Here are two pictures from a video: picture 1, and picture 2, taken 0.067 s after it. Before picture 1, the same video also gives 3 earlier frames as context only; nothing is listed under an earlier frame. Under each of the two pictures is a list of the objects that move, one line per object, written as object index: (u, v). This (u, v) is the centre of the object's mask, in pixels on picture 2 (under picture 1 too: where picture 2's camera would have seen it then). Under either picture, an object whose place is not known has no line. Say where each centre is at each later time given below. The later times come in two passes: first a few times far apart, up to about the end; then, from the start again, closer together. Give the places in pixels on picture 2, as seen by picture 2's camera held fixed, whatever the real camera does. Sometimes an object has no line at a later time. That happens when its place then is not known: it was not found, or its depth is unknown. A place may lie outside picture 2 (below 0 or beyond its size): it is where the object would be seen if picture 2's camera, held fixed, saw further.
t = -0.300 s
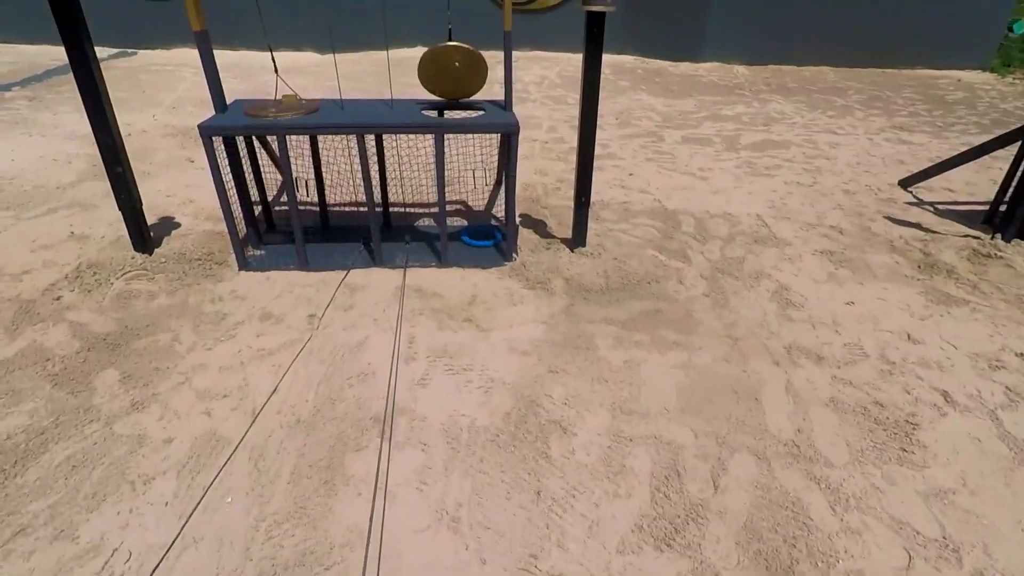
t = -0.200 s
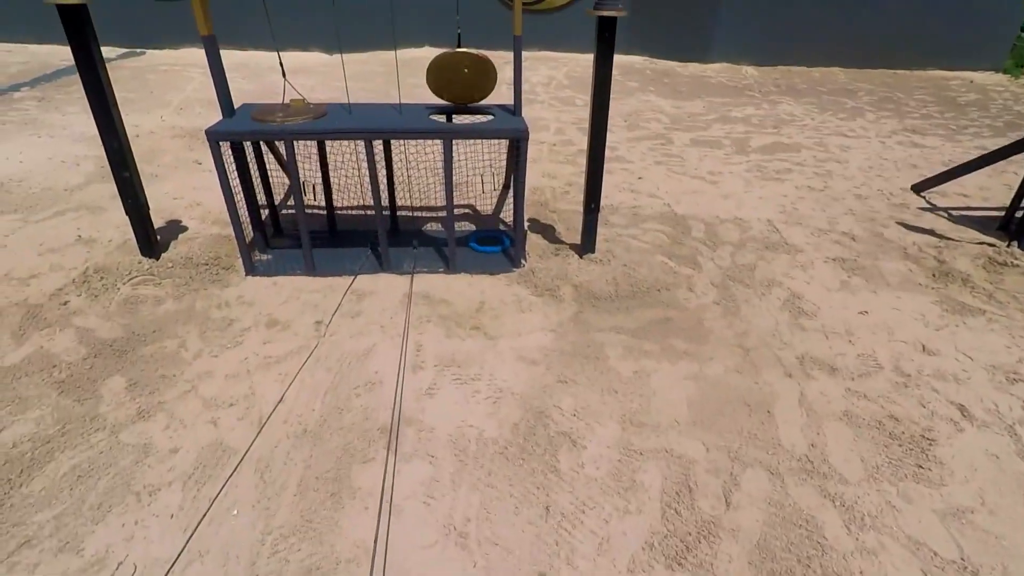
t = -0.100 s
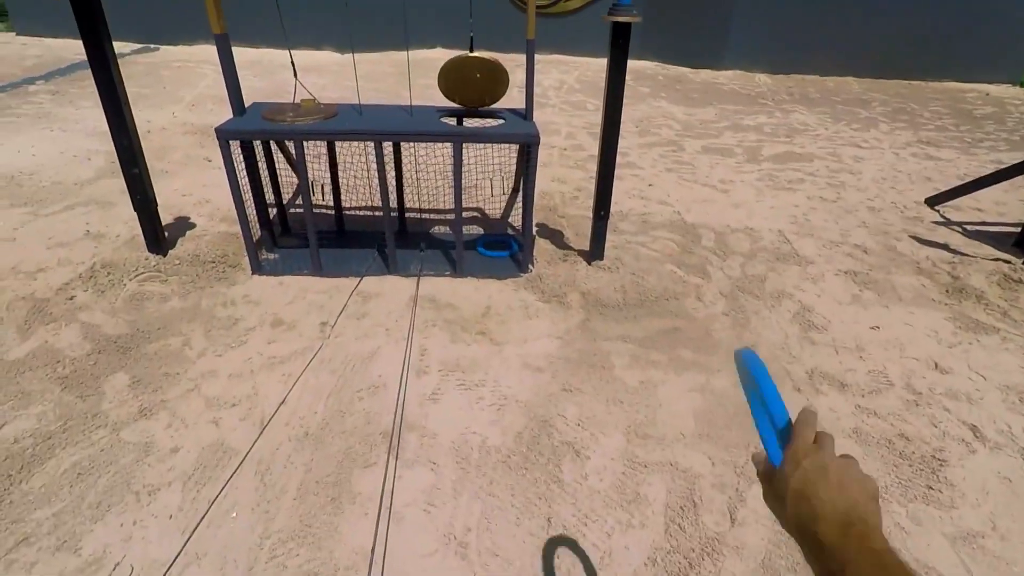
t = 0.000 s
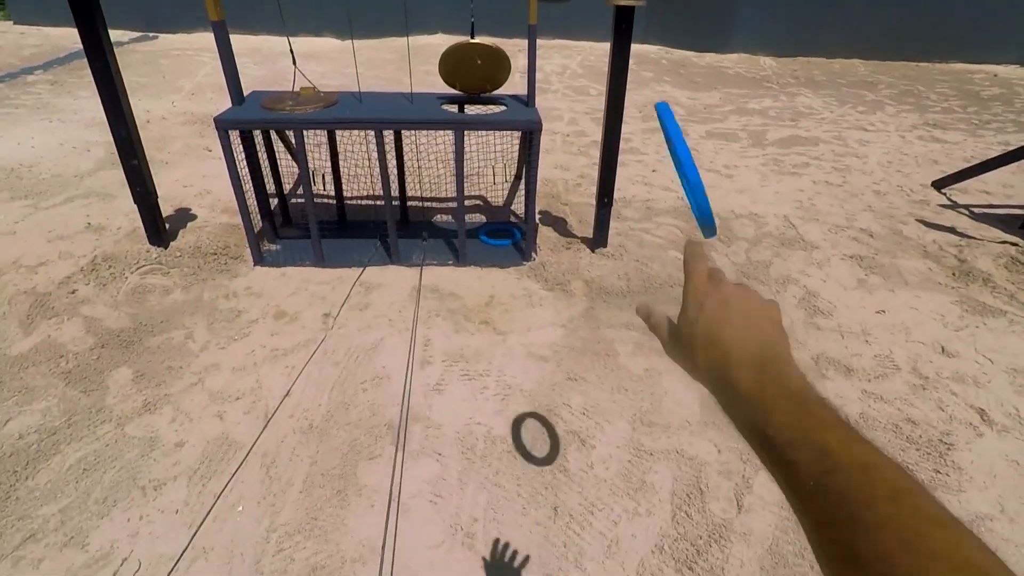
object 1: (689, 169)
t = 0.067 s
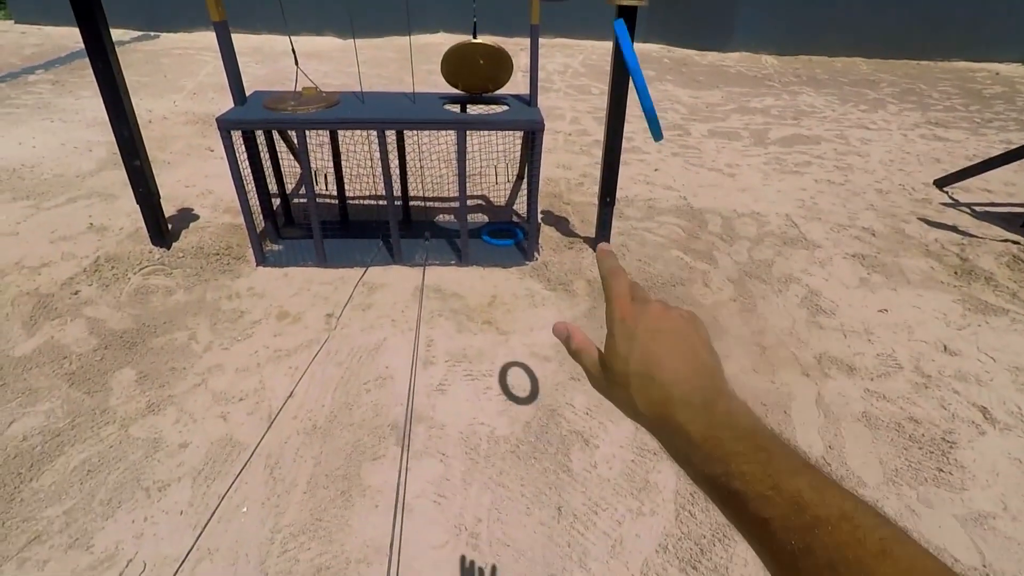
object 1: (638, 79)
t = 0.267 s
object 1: (545, 20)
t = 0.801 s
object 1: (485, 145)
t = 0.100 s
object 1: (618, 53)
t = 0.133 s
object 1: (602, 41)
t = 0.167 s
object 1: (586, 31)
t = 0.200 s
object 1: (572, 25)
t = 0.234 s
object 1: (558, 22)
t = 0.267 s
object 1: (545, 20)
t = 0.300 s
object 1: (535, 25)
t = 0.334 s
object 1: (527, 32)
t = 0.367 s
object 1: (520, 43)
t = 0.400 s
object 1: (513, 54)
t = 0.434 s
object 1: (507, 67)
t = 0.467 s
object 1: (501, 80)
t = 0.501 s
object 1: (495, 86)
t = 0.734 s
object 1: (478, 104)
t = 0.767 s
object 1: (484, 140)
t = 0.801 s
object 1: (485, 145)
